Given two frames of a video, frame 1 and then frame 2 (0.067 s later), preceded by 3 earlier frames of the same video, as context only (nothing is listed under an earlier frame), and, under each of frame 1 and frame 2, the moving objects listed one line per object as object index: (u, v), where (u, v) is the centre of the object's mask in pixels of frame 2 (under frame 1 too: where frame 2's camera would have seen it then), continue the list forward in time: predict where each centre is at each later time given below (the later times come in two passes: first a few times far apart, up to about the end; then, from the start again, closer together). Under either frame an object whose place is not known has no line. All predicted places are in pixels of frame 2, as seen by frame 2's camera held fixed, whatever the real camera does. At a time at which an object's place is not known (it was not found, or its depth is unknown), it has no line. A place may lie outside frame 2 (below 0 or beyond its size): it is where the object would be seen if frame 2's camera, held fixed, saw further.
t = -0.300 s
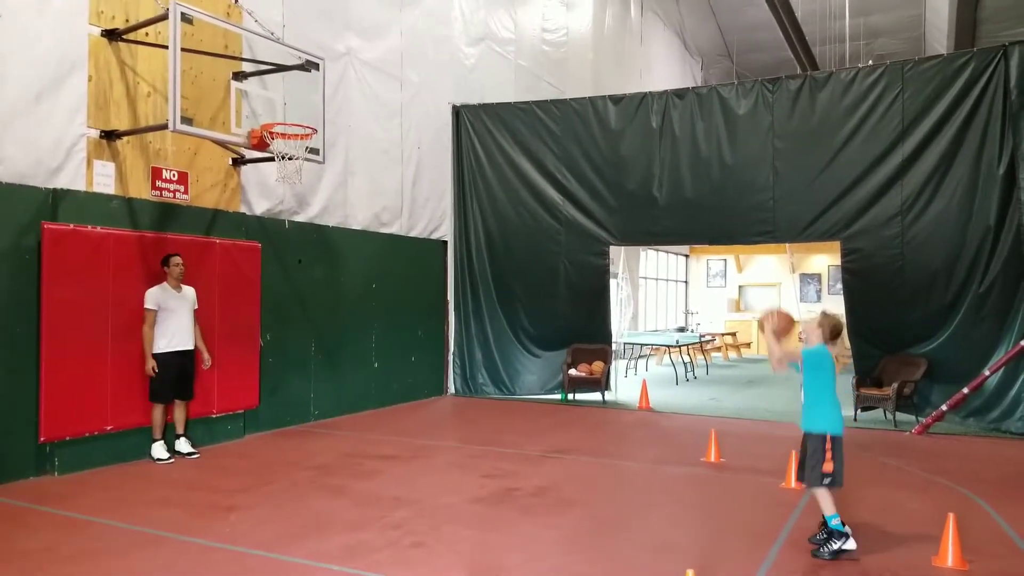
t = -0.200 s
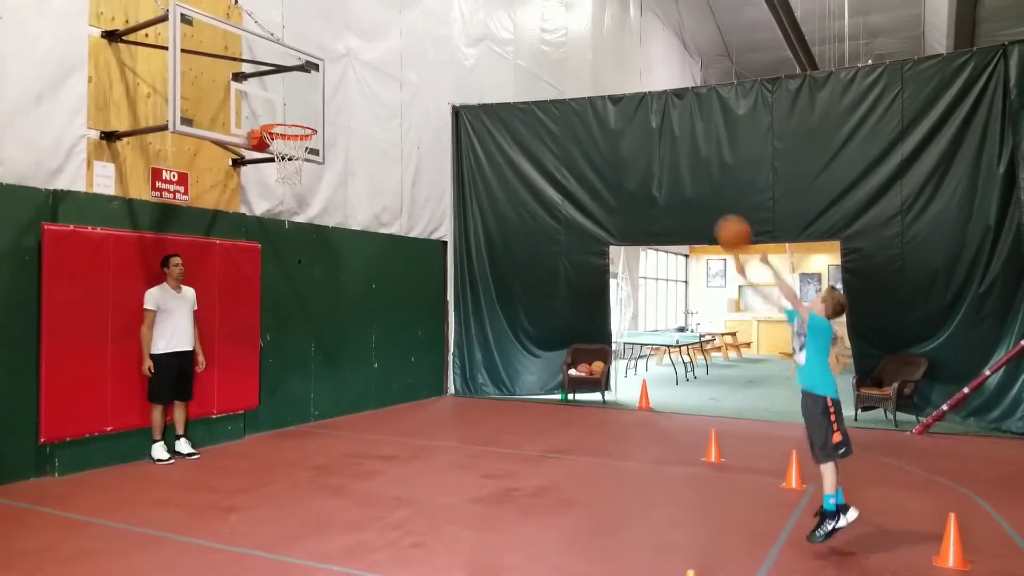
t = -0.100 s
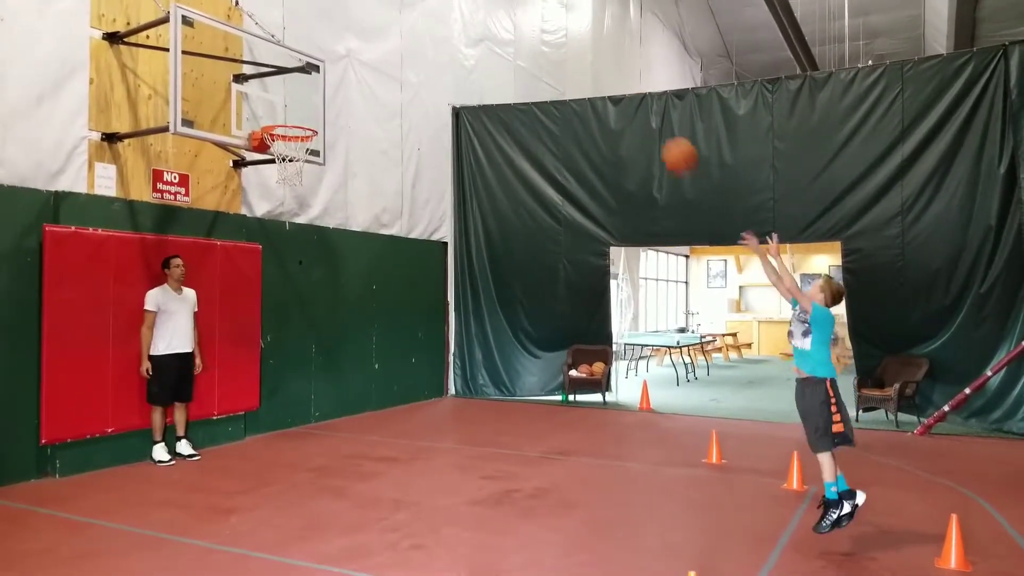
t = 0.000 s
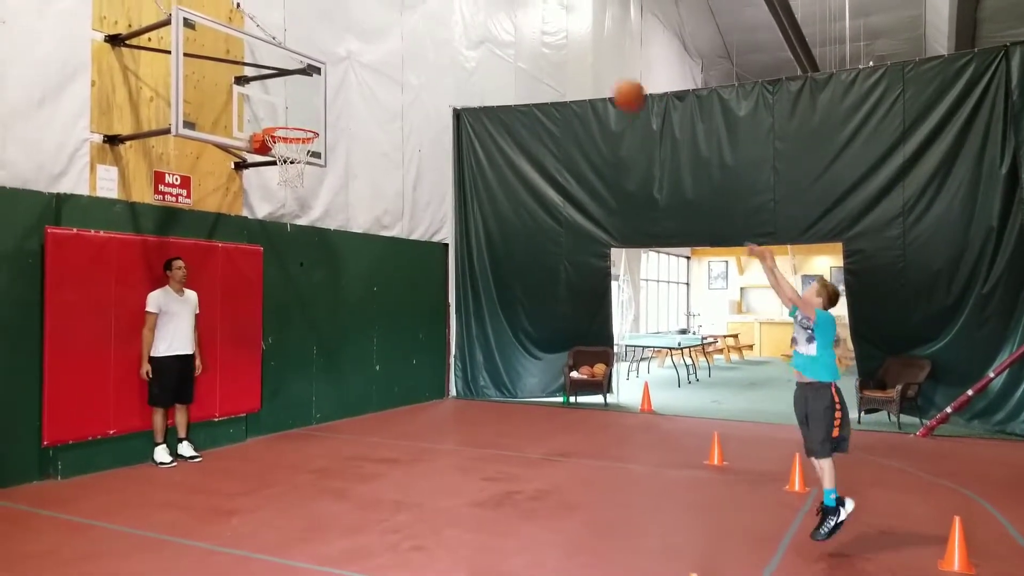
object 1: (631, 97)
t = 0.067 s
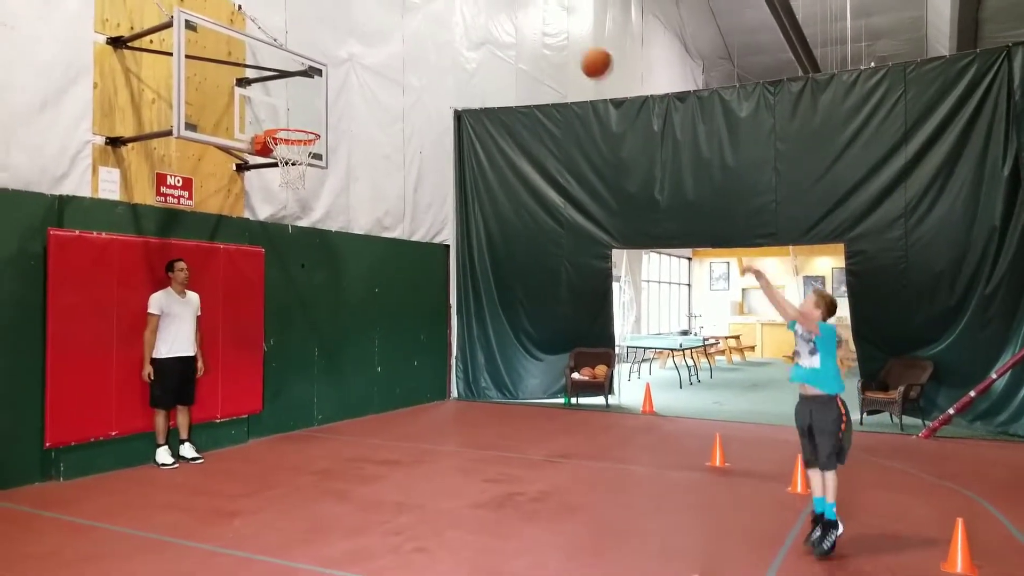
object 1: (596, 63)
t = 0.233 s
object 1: (519, 10)
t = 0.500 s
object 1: (410, 4)
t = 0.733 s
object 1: (323, 58)
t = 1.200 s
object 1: (380, 126)
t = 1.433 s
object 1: (448, 187)
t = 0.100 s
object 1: (580, 49)
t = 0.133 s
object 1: (565, 37)
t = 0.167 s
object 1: (549, 26)
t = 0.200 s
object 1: (534, 17)
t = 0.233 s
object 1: (519, 10)
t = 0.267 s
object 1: (505, 7)
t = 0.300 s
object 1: (491, 4)
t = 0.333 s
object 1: (477, 3)
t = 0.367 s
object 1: (462, 2)
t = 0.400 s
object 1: (449, 1)
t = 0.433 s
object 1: (436, 2)
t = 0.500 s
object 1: (410, 4)
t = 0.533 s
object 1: (398, 7)
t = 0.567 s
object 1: (385, 12)
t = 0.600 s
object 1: (373, 19)
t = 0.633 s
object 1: (360, 27)
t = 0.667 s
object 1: (348, 37)
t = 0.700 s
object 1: (336, 48)
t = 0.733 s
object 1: (323, 58)
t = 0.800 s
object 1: (301, 85)
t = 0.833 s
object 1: (290, 101)
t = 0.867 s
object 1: (278, 116)
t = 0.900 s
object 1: (277, 120)
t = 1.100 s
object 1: (348, 115)
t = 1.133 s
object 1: (359, 117)
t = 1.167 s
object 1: (370, 121)
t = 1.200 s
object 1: (380, 126)
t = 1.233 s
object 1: (390, 132)
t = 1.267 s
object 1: (400, 138)
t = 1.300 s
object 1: (410, 146)
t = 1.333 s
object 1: (419, 155)
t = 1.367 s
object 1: (429, 164)
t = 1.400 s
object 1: (438, 175)
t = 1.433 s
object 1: (448, 187)
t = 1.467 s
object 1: (457, 199)
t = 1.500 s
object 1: (465, 212)
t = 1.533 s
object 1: (473, 226)
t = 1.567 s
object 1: (482, 240)
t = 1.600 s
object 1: (490, 256)
